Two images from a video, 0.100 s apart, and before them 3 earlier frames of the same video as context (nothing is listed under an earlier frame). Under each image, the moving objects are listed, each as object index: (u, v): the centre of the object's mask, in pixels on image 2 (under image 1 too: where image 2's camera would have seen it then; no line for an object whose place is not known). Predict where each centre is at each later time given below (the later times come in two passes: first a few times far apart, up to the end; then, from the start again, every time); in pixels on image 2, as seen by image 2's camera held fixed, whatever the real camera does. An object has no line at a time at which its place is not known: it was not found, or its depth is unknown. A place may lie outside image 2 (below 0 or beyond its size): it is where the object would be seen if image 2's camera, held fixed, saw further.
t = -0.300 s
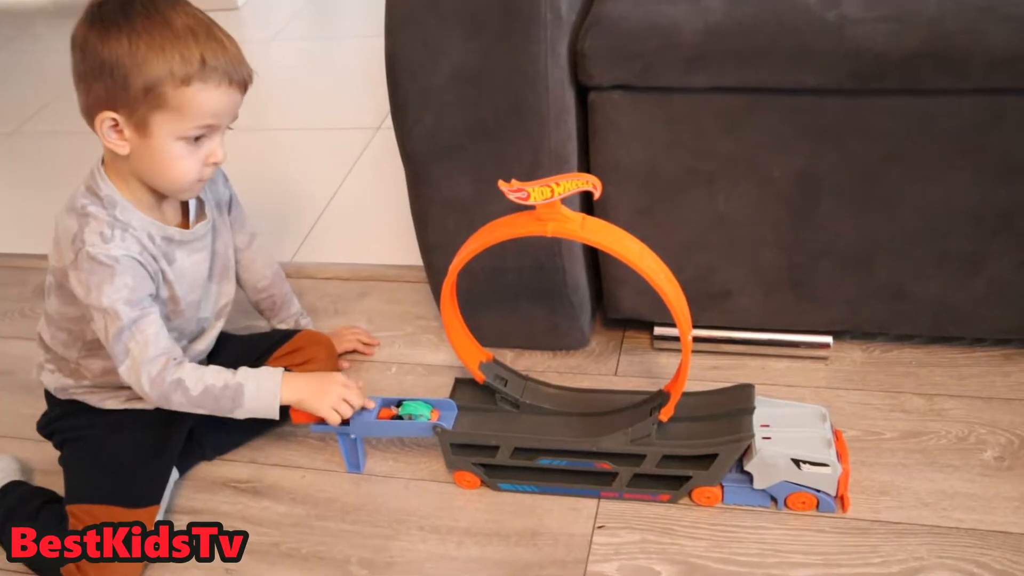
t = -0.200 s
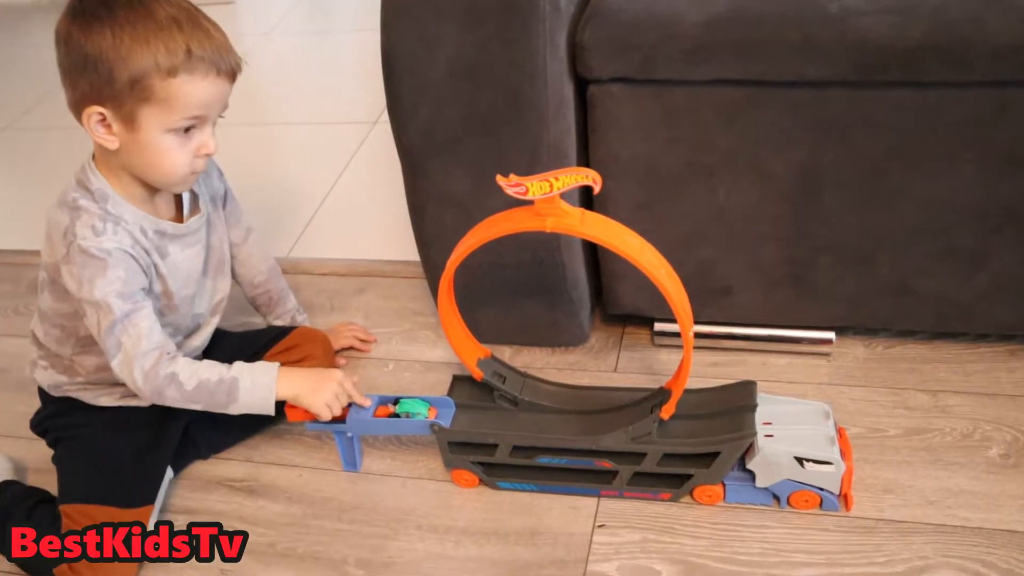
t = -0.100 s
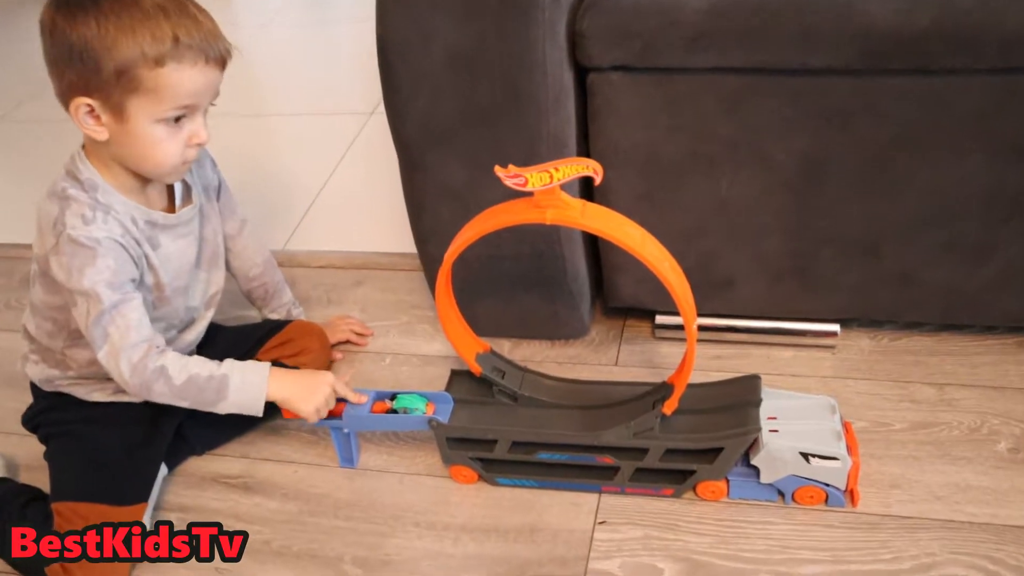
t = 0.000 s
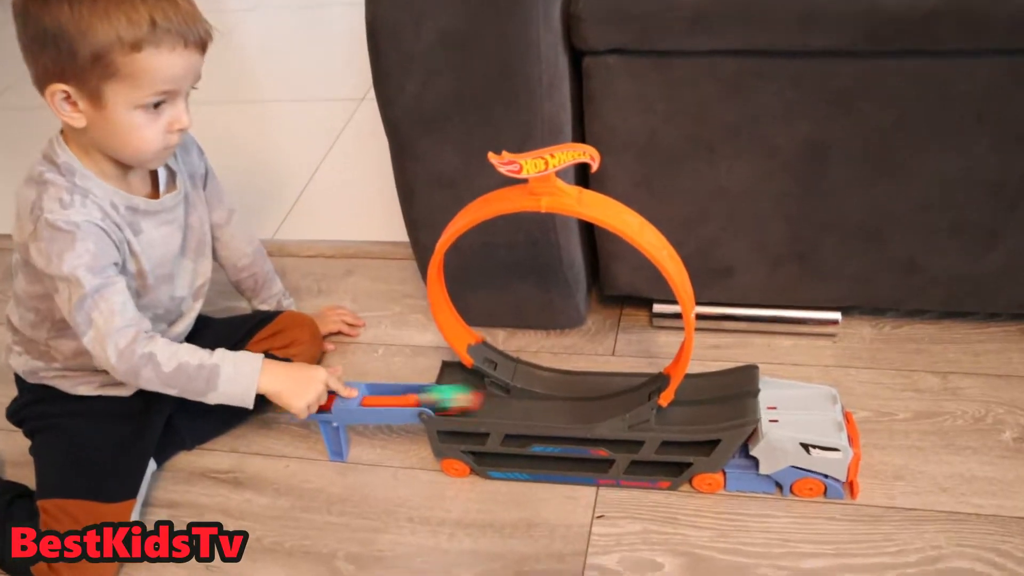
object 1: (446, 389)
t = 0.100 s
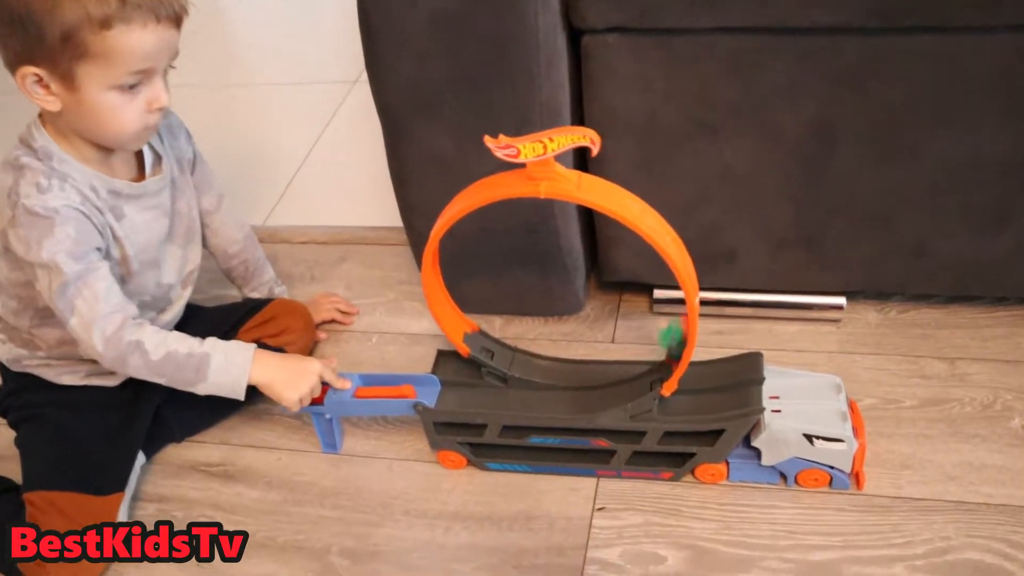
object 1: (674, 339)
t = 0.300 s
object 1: (500, 209)
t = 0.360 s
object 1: (451, 242)
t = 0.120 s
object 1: (676, 312)
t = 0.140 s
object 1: (669, 283)
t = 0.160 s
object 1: (655, 260)
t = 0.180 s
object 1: (634, 239)
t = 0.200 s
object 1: (612, 225)
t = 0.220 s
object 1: (587, 214)
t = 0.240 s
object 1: (561, 208)
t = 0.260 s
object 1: (541, 205)
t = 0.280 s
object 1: (518, 205)
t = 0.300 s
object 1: (500, 209)
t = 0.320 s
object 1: (482, 217)
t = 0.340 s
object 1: (466, 228)
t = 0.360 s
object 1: (451, 242)
